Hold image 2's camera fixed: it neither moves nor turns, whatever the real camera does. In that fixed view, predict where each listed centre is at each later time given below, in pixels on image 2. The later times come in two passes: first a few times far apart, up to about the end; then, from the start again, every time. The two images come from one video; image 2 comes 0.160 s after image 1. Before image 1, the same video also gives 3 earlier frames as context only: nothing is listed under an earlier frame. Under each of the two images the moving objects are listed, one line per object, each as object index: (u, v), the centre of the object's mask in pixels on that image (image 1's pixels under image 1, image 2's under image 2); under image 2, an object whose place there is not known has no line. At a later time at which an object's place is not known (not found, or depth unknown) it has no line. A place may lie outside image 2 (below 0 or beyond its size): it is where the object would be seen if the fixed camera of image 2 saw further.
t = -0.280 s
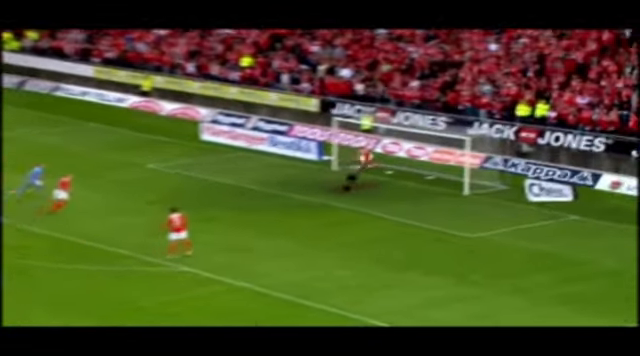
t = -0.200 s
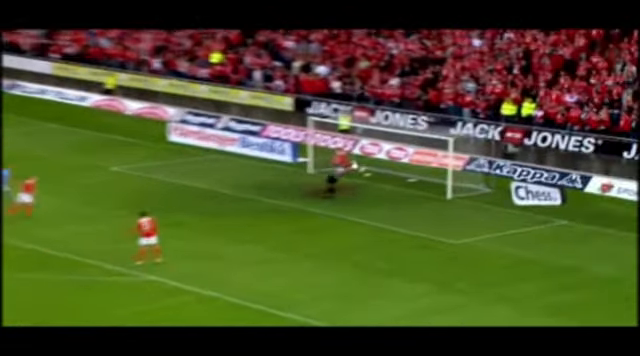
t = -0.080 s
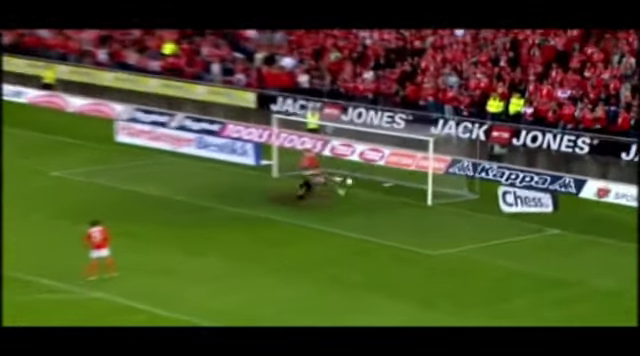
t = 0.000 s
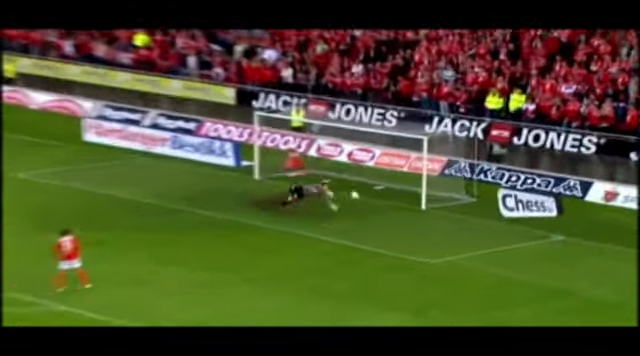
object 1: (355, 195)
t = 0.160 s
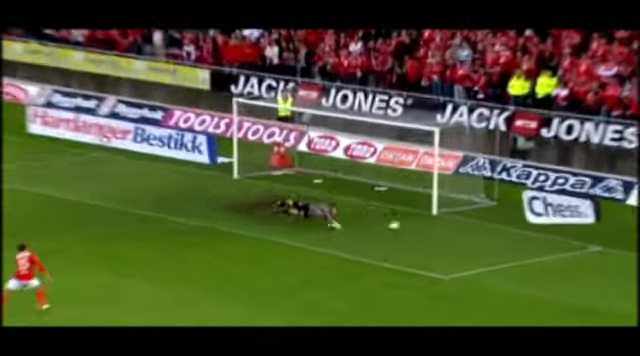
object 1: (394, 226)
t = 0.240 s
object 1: (407, 219)
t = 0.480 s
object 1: (447, 210)
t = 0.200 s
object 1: (400, 223)
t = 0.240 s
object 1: (407, 219)
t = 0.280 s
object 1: (414, 216)
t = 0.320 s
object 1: (420, 214)
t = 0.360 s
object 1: (427, 212)
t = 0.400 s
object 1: (434, 210)
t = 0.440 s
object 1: (442, 210)
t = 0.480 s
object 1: (447, 210)
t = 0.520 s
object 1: (454, 211)
